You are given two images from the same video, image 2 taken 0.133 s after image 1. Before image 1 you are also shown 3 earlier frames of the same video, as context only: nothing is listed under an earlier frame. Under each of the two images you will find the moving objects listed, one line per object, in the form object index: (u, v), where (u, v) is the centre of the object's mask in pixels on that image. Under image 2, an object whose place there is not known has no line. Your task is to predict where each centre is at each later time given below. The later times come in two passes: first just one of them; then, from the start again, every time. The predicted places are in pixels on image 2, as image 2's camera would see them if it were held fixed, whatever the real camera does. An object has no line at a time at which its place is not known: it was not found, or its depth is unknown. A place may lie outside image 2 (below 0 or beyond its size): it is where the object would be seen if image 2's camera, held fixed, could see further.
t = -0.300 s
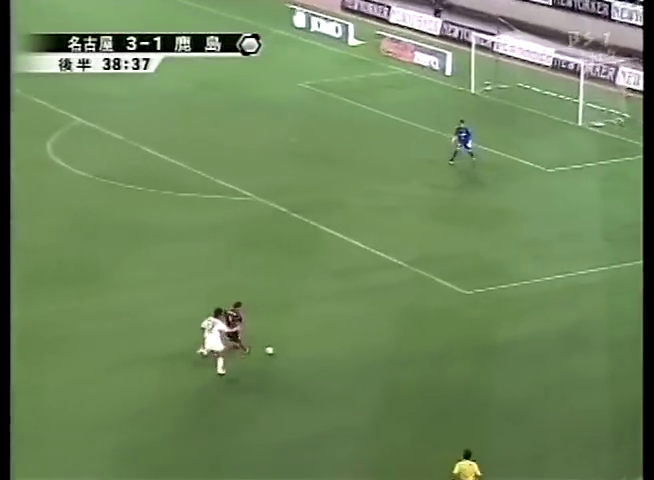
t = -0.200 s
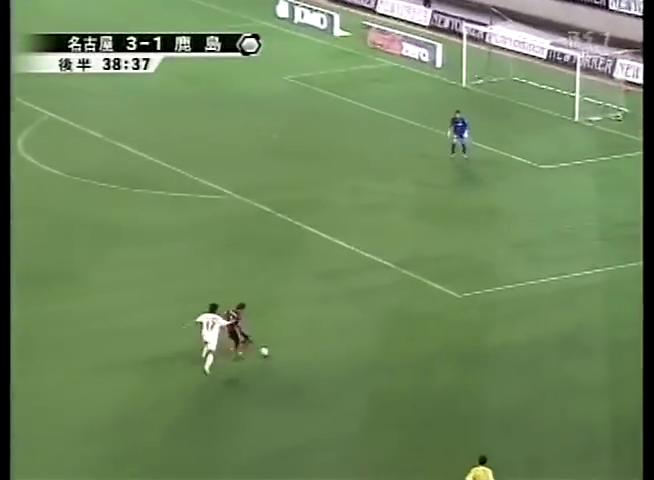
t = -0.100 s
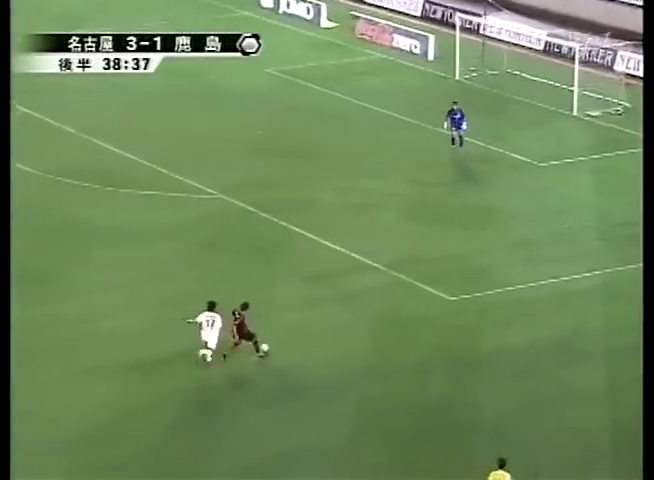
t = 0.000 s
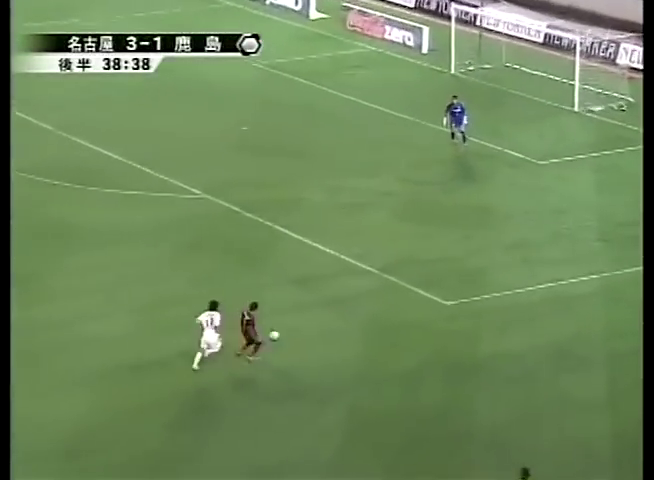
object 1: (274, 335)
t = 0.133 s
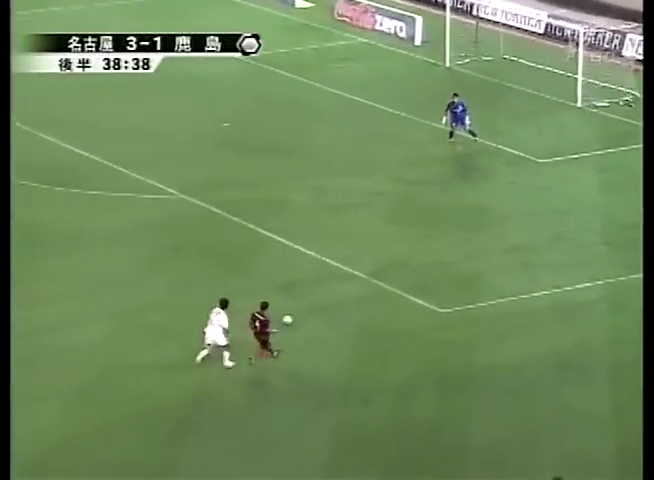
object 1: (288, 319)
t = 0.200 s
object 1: (301, 309)
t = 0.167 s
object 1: (294, 314)
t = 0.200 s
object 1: (301, 309)
